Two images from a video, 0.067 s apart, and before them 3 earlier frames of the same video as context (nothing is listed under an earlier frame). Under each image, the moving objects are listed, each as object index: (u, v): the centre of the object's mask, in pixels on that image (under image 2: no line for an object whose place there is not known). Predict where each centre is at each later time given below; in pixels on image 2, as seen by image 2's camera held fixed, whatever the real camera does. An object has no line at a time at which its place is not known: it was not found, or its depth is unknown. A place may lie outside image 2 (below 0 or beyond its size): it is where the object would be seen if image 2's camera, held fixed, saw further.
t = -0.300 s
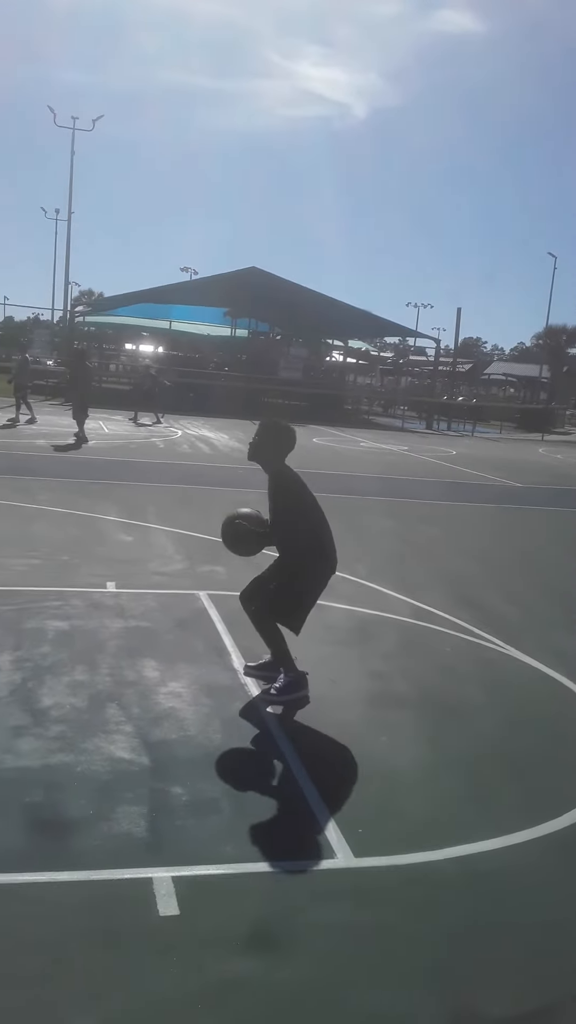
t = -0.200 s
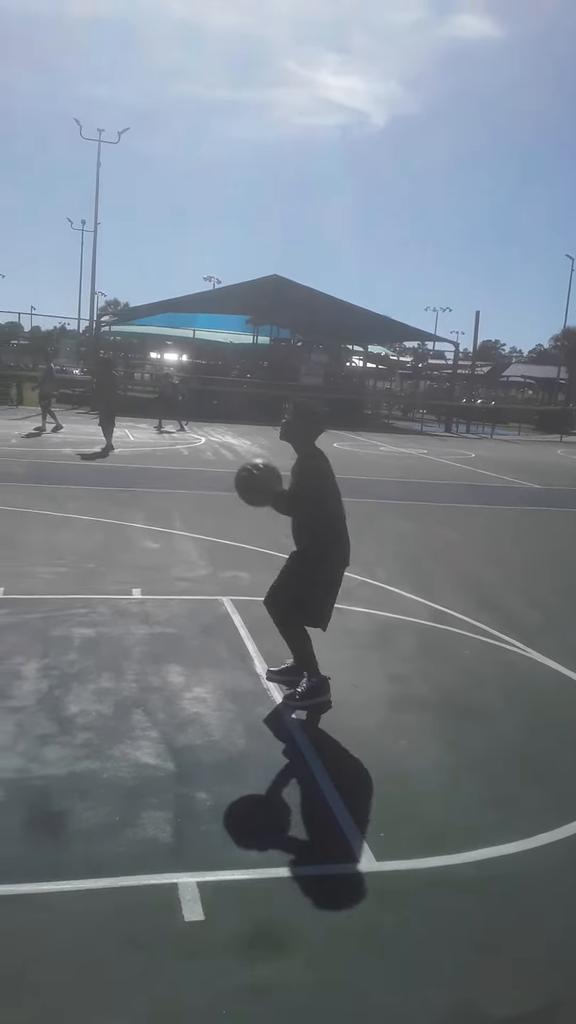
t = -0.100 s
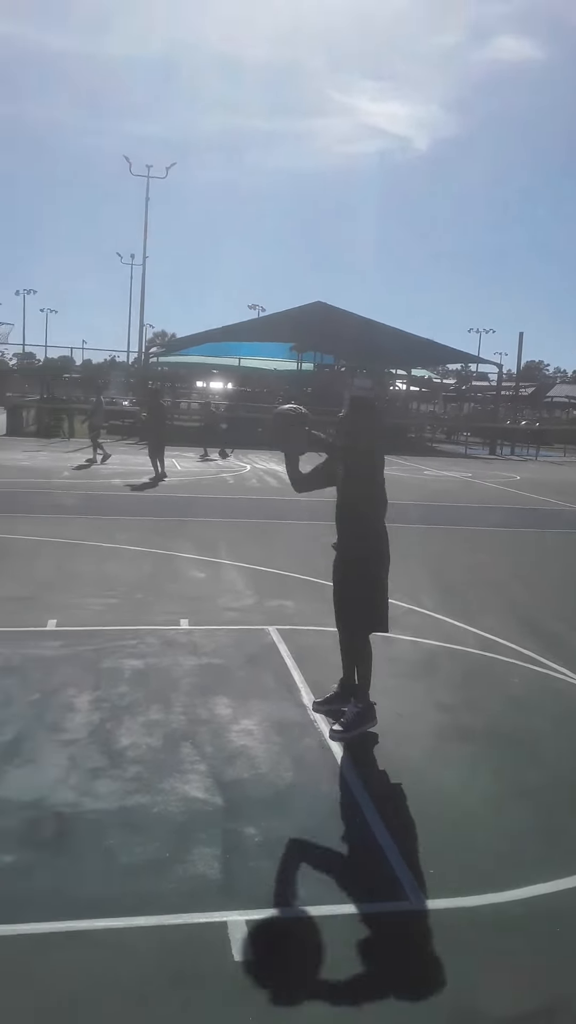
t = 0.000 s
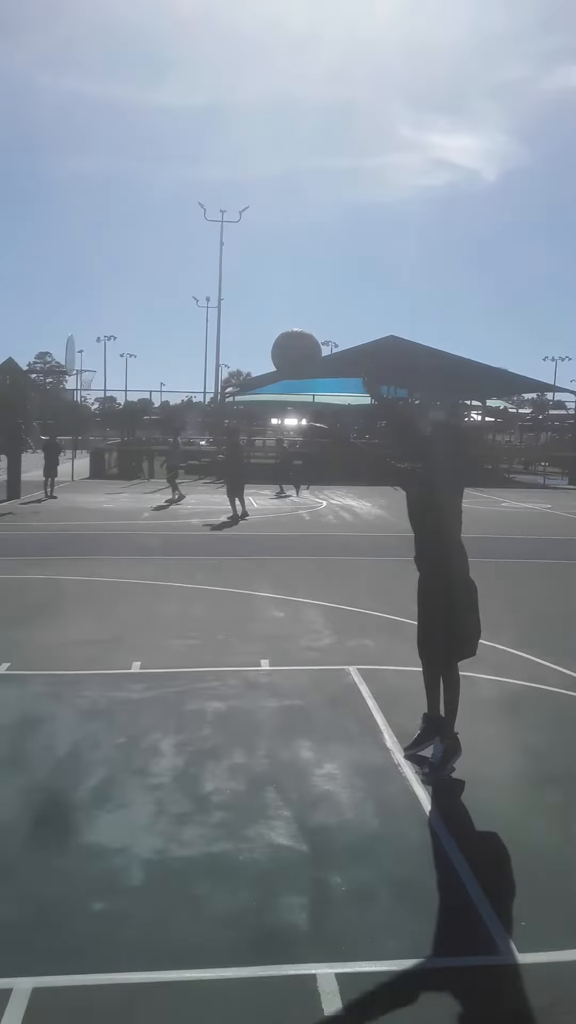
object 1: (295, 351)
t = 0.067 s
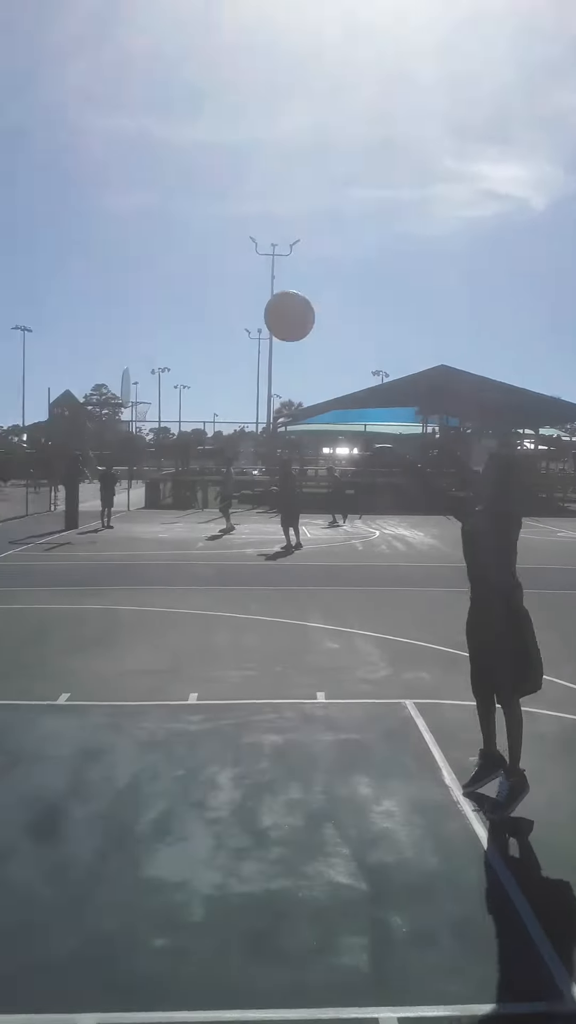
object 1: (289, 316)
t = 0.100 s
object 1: (261, 286)
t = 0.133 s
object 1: (232, 258)
